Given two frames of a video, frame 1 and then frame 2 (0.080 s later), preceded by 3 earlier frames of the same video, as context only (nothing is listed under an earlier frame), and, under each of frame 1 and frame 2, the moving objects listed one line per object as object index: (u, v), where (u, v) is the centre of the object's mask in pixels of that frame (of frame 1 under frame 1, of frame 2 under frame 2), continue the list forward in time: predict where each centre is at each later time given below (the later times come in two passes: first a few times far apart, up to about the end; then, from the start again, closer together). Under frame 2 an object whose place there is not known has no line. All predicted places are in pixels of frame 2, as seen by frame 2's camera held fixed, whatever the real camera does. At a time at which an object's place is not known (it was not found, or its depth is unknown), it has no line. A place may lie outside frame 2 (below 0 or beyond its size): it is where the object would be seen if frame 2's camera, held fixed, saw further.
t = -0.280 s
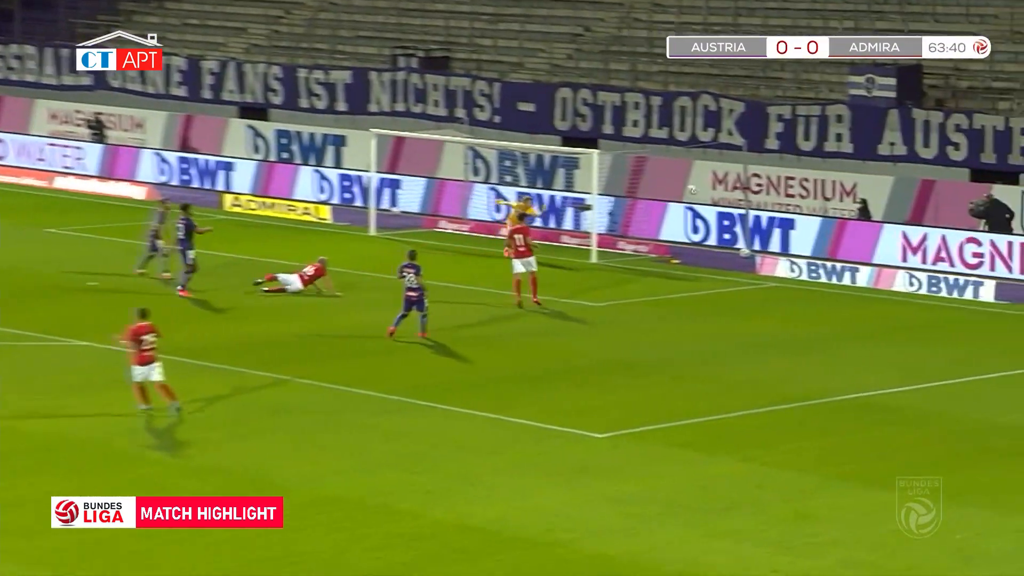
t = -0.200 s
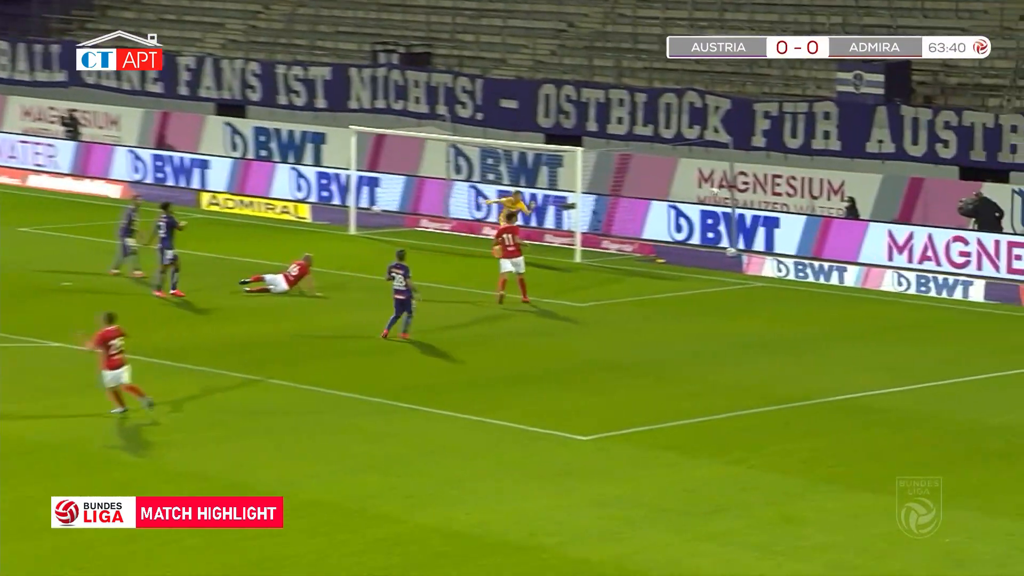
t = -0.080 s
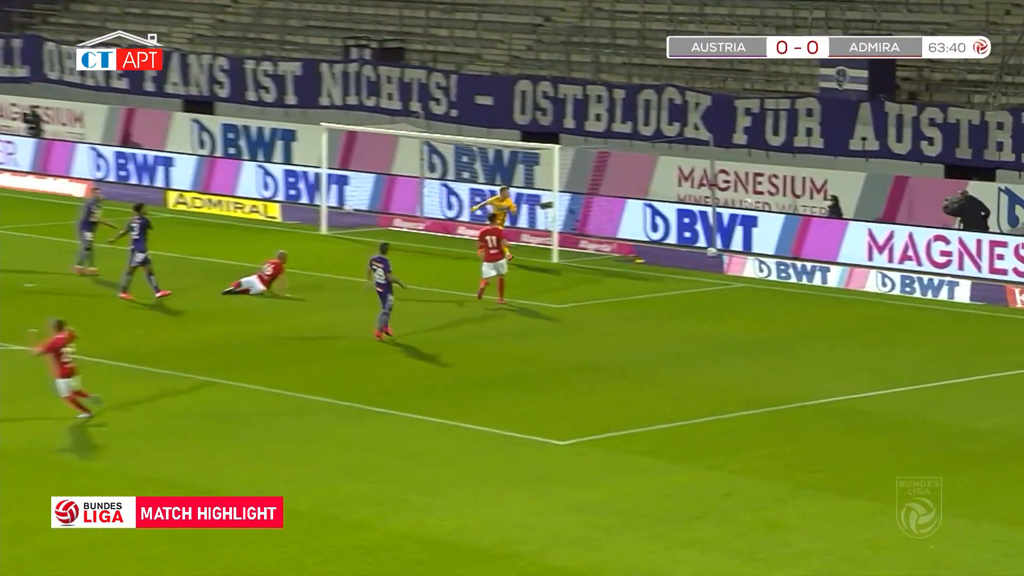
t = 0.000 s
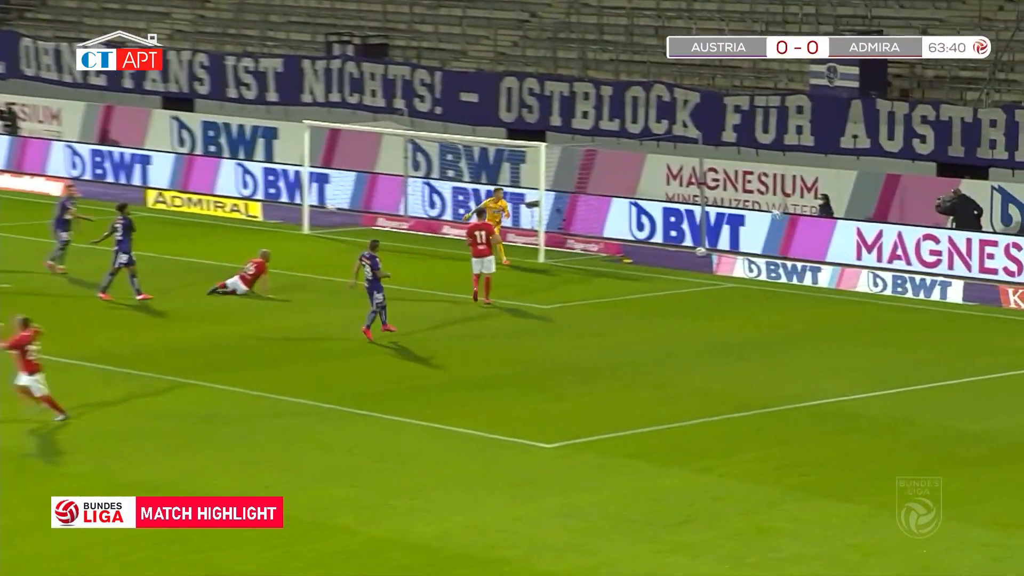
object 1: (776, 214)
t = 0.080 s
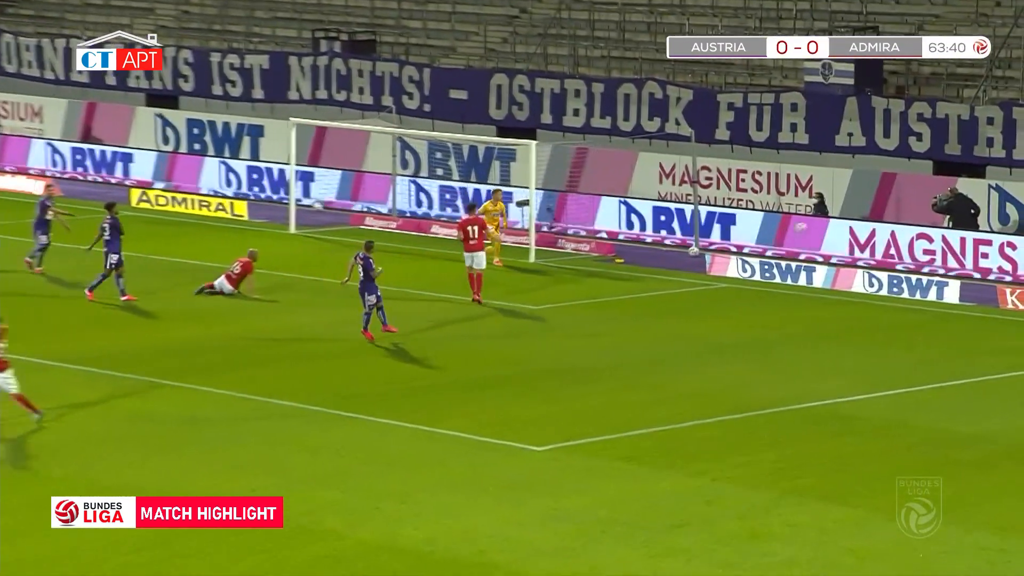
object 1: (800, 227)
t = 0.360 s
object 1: (736, 261)
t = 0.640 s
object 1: (693, 253)
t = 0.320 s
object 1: (744, 259)
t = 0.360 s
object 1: (736, 261)
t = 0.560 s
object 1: (705, 253)
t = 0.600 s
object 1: (701, 253)
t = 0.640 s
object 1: (693, 253)
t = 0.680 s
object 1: (685, 256)
